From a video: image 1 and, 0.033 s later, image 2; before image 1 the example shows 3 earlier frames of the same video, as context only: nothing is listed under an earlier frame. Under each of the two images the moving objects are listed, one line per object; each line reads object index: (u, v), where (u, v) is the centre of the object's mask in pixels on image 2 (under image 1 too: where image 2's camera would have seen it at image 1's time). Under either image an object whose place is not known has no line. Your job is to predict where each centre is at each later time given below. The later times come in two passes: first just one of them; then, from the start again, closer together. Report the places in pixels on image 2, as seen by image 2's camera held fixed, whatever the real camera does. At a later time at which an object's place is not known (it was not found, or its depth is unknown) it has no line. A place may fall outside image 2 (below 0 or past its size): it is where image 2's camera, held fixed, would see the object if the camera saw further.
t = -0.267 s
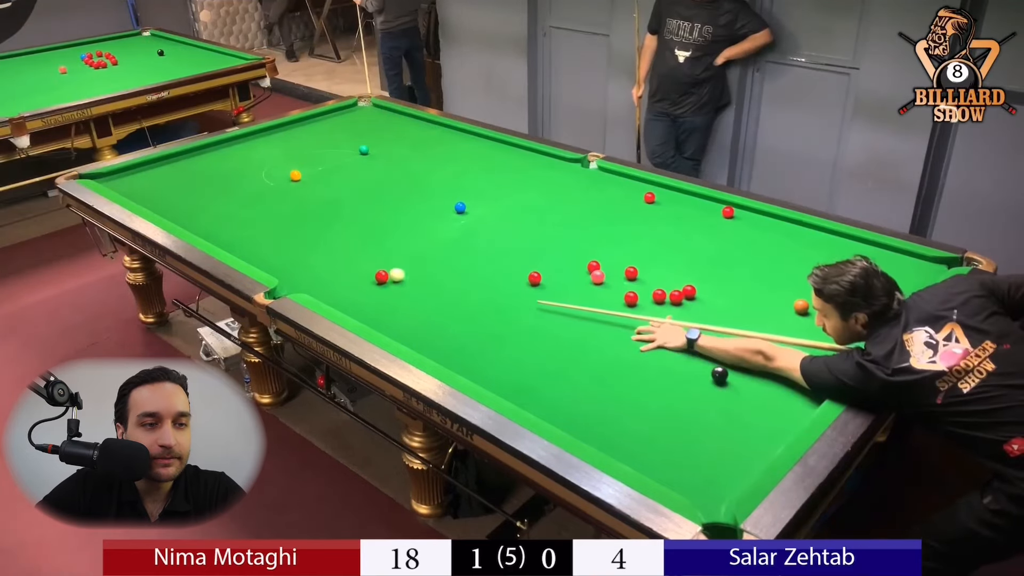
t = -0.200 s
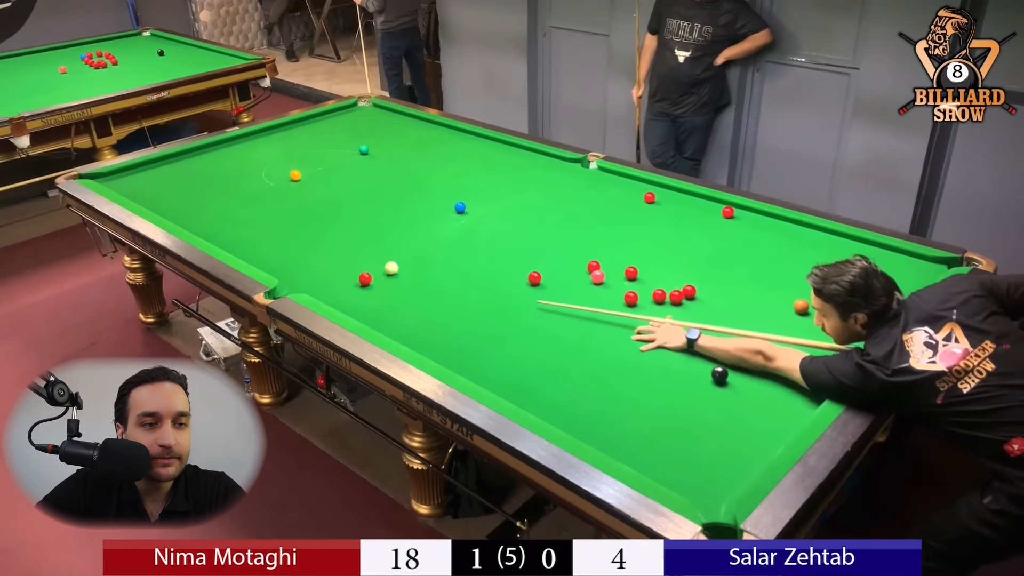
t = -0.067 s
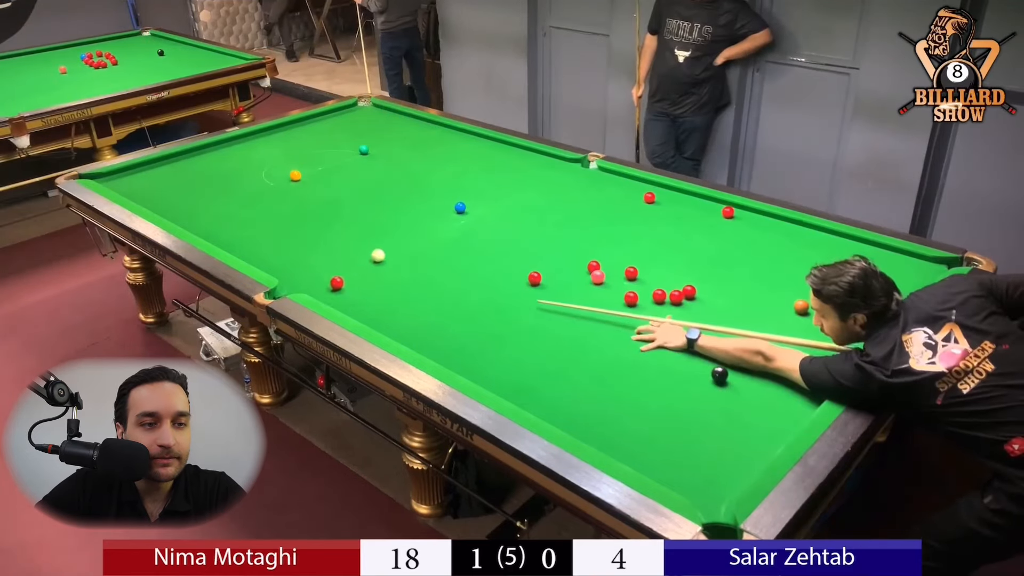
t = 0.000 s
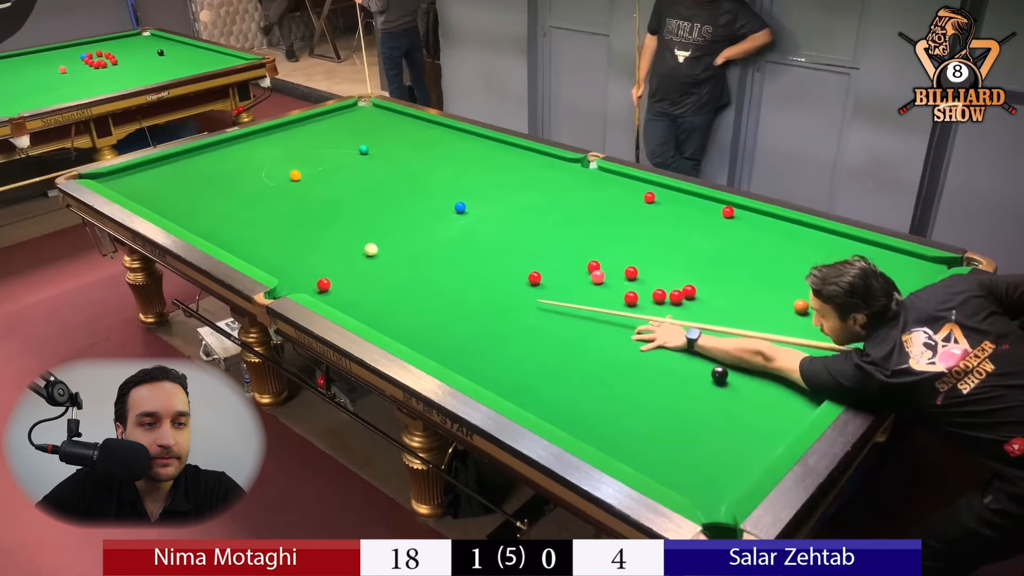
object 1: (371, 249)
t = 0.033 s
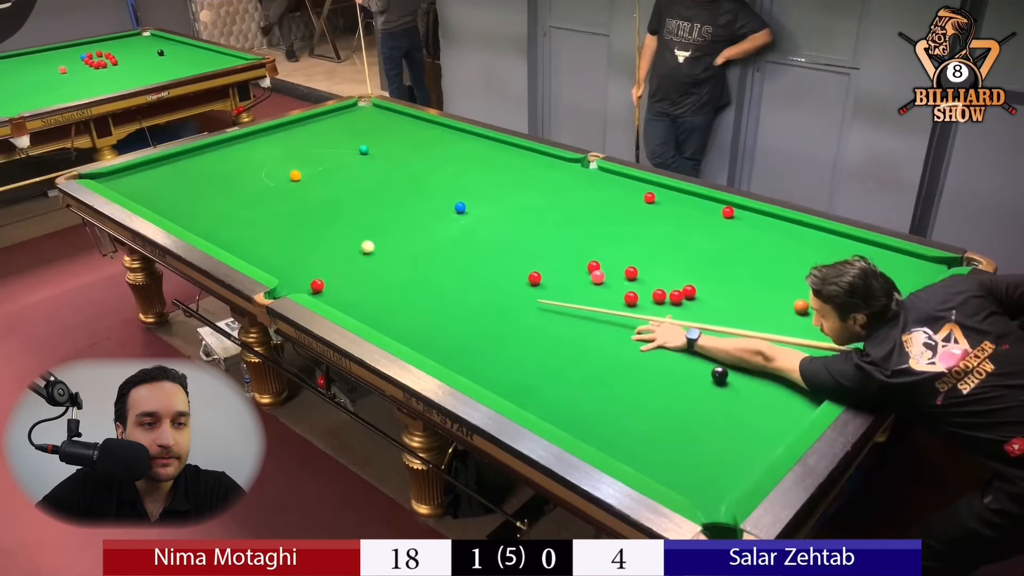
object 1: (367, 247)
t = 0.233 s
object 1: (348, 231)
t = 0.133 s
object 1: (358, 238)
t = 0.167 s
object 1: (354, 236)
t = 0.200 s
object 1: (351, 233)
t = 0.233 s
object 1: (348, 231)
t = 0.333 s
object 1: (339, 223)
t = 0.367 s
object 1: (336, 221)
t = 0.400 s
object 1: (333, 218)
